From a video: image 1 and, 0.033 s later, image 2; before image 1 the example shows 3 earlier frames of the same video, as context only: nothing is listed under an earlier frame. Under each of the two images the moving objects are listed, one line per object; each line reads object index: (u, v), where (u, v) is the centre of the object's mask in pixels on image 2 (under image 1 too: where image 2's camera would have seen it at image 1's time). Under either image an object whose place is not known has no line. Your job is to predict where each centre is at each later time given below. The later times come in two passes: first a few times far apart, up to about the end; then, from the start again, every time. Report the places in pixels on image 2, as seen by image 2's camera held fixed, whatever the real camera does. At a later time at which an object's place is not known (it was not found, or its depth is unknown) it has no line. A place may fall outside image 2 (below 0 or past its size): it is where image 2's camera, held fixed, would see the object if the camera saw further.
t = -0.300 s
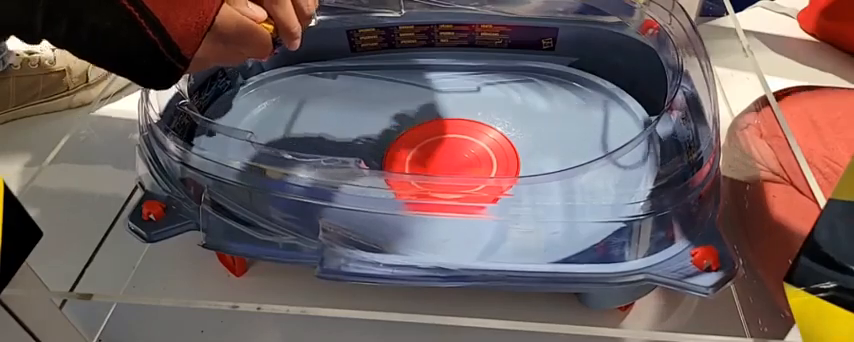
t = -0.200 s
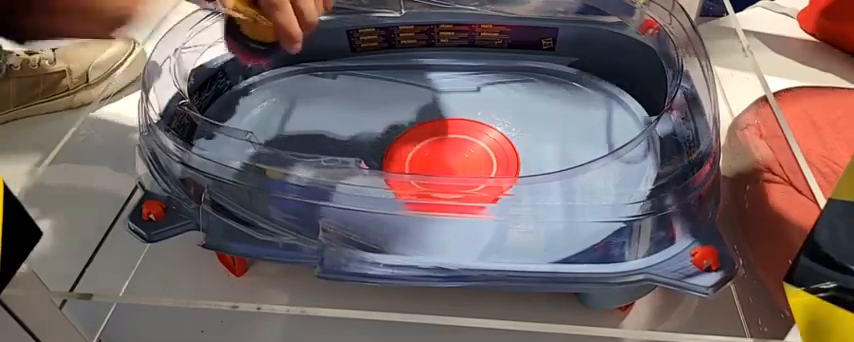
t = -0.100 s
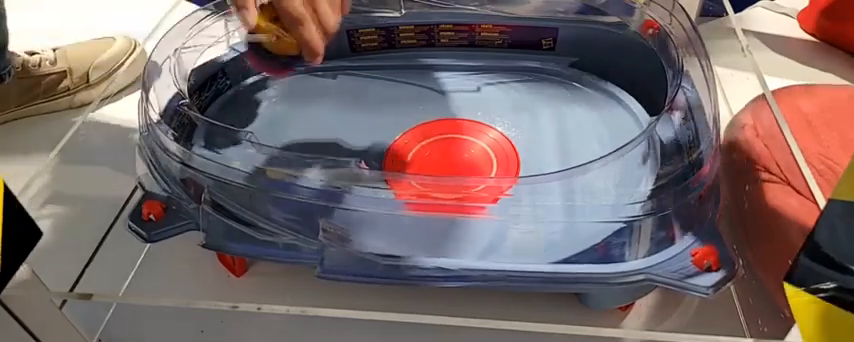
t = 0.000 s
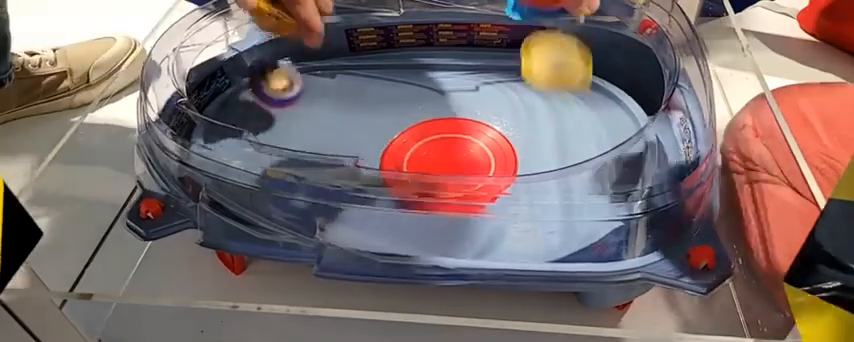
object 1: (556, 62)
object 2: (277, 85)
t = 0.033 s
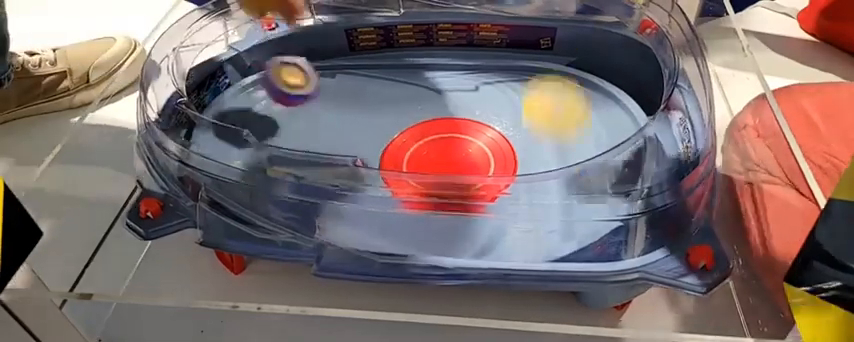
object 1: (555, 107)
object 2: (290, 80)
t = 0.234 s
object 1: (510, 172)
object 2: (428, 148)
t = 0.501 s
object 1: (404, 160)
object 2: (600, 113)
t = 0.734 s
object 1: (380, 88)
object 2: (427, 119)
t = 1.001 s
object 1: (362, 82)
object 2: (378, 144)
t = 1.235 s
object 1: (376, 105)
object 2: (471, 119)
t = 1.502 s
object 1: (416, 154)
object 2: (561, 89)
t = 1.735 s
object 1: (407, 168)
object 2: (510, 122)
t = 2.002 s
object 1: (347, 160)
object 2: (481, 144)
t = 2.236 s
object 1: (353, 160)
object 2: (407, 198)
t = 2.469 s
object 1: (368, 146)
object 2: (425, 206)
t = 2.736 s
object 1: (388, 121)
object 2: (608, 159)
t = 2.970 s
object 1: (407, 109)
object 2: (583, 91)
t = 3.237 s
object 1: (416, 105)
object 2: (508, 89)
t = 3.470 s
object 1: (331, 109)
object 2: (498, 170)
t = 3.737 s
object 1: (288, 150)
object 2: (514, 220)
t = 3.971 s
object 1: (265, 172)
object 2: (546, 168)
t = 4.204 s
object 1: (257, 174)
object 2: (495, 119)
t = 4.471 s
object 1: (256, 175)
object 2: (433, 123)
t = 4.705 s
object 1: (255, 174)
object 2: (496, 158)
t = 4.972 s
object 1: (266, 174)
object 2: (460, 176)
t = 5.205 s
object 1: (294, 182)
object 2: (376, 103)
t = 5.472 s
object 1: (356, 202)
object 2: (339, 94)
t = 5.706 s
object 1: (434, 206)
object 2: (333, 128)
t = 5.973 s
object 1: (527, 167)
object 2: (429, 164)
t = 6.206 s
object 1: (537, 123)
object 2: (467, 154)
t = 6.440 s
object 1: (516, 110)
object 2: (392, 168)
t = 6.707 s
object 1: (464, 123)
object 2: (392, 128)
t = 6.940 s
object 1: (500, 197)
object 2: (492, 114)
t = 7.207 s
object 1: (497, 198)
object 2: (515, 136)
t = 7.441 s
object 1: (511, 181)
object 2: (407, 170)
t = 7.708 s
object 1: (491, 147)
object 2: (332, 181)
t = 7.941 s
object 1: (396, 160)
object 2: (357, 220)
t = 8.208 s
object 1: (383, 126)
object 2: (422, 208)
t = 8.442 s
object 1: (394, 117)
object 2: (480, 155)
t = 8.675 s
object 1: (398, 114)
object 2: (471, 143)
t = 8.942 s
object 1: (401, 112)
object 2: (407, 186)
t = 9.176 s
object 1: (401, 111)
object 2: (403, 149)
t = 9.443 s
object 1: (435, 102)
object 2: (518, 142)
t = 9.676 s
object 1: (493, 134)
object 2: (541, 146)
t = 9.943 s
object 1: (480, 176)
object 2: (575, 170)
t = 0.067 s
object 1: (556, 161)
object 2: (306, 85)
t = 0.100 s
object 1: (550, 150)
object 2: (325, 101)
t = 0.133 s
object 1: (540, 140)
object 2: (350, 128)
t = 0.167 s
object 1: (531, 141)
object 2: (371, 134)
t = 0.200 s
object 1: (520, 151)
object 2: (400, 135)
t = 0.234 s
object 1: (510, 172)
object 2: (428, 148)
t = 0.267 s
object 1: (499, 188)
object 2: (456, 151)
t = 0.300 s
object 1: (487, 173)
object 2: (476, 137)
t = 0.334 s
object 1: (476, 169)
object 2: (514, 147)
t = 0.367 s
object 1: (465, 174)
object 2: (533, 142)
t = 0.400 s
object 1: (453, 187)
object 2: (553, 137)
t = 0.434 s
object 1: (438, 181)
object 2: (573, 130)
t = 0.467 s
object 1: (419, 171)
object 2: (590, 122)
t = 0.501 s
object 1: (404, 160)
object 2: (600, 113)
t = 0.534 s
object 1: (390, 145)
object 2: (575, 105)
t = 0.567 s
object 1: (383, 128)
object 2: (553, 110)
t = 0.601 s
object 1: (380, 114)
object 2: (529, 119)
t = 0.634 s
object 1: (379, 104)
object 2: (505, 116)
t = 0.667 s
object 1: (379, 96)
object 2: (478, 119)
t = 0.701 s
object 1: (380, 90)
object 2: (454, 119)
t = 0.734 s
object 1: (380, 88)
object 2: (427, 119)
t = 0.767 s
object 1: (379, 86)
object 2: (409, 119)
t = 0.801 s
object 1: (374, 78)
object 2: (396, 118)
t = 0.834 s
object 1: (369, 77)
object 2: (385, 129)
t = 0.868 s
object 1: (366, 74)
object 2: (376, 134)
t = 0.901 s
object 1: (364, 75)
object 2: (372, 139)
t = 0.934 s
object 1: (363, 77)
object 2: (371, 141)
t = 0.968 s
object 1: (362, 79)
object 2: (373, 143)
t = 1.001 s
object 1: (362, 82)
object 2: (378, 144)
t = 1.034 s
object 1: (362, 85)
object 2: (386, 144)
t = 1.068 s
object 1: (363, 88)
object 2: (395, 144)
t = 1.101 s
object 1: (365, 91)
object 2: (406, 142)
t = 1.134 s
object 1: (368, 95)
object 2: (421, 141)
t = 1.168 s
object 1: (371, 98)
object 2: (436, 135)
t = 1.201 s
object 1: (373, 102)
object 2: (452, 127)
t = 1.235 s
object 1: (376, 105)
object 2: (471, 119)
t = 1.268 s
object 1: (378, 110)
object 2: (490, 115)
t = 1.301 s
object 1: (380, 116)
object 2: (510, 107)
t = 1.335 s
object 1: (383, 123)
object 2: (528, 101)
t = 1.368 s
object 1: (385, 131)
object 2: (544, 95)
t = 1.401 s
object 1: (389, 140)
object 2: (558, 90)
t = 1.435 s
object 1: (396, 147)
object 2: (570, 84)
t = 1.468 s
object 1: (405, 151)
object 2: (570, 82)
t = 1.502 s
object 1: (416, 154)
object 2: (561, 89)
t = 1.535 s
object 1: (429, 155)
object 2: (551, 100)
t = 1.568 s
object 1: (439, 155)
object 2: (539, 108)
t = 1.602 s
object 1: (448, 154)
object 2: (528, 112)
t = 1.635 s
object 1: (455, 153)
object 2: (516, 121)
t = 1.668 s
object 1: (450, 154)
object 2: (509, 124)
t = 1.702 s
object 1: (429, 163)
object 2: (510, 122)
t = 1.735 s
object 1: (407, 168)
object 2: (510, 122)
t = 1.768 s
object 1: (385, 170)
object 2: (509, 121)
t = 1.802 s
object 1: (368, 170)
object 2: (507, 120)
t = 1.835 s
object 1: (355, 169)
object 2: (506, 121)
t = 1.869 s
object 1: (348, 167)
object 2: (500, 122)
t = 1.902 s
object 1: (345, 165)
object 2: (495, 125)
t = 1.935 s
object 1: (345, 163)
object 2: (490, 129)
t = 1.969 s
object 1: (346, 162)
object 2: (486, 136)
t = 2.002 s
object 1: (347, 160)
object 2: (481, 144)
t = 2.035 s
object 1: (348, 160)
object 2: (476, 153)
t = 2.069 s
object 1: (349, 158)
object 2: (470, 166)
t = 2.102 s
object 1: (350, 158)
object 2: (462, 176)
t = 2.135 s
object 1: (351, 158)
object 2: (451, 186)
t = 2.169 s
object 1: (351, 159)
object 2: (435, 195)
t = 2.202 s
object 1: (352, 160)
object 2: (419, 198)
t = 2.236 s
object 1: (353, 160)
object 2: (407, 198)
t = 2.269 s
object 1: (355, 161)
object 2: (396, 201)
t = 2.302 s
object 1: (356, 161)
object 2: (391, 200)
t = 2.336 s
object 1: (358, 161)
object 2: (387, 200)
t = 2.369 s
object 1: (360, 160)
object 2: (390, 200)
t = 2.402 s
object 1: (362, 156)
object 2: (397, 203)
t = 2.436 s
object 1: (364, 151)
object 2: (410, 201)
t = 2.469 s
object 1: (368, 146)
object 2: (425, 206)
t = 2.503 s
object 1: (373, 142)
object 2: (444, 205)
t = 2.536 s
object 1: (377, 138)
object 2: (465, 202)
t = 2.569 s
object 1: (379, 135)
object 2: (488, 199)
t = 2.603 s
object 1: (380, 132)
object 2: (511, 194)
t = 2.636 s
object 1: (381, 129)
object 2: (534, 184)
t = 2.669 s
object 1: (383, 126)
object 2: (558, 175)
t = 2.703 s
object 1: (386, 124)
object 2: (584, 168)
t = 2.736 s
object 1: (388, 121)
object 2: (608, 159)
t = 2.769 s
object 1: (390, 119)
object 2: (615, 145)
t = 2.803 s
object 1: (394, 117)
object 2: (614, 135)
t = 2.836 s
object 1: (396, 115)
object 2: (610, 124)
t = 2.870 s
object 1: (399, 113)
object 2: (609, 117)
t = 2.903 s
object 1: (401, 111)
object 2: (602, 107)
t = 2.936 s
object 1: (405, 110)
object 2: (593, 97)
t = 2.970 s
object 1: (407, 109)
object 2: (583, 91)
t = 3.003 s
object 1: (409, 108)
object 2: (575, 85)
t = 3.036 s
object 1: (411, 107)
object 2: (567, 81)
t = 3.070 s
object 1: (413, 106)
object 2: (559, 79)
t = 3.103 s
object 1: (414, 106)
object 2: (551, 79)
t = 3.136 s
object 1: (414, 106)
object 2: (541, 79)
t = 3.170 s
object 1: (415, 105)
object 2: (531, 82)
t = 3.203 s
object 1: (416, 105)
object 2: (520, 85)
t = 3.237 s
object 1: (416, 105)
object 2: (508, 89)
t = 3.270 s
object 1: (417, 105)
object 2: (495, 94)
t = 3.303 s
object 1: (416, 105)
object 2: (477, 103)
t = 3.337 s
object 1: (401, 102)
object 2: (474, 112)
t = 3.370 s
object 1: (379, 101)
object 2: (481, 124)
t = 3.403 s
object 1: (360, 102)
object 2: (488, 138)
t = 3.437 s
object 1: (344, 105)
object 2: (496, 154)
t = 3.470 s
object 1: (331, 109)
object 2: (498, 170)
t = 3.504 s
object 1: (320, 115)
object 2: (498, 189)
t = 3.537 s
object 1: (311, 121)
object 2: (496, 206)
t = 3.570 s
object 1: (304, 127)
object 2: (498, 215)
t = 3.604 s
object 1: (298, 132)
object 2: (502, 229)
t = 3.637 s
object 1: (295, 135)
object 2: (506, 229)
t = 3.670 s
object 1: (292, 137)
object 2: (509, 229)
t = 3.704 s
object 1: (290, 139)
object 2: (510, 228)
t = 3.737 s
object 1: (288, 150)
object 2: (514, 220)
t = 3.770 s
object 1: (277, 157)
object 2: (518, 212)
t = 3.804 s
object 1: (273, 160)
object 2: (522, 206)
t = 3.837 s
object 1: (272, 163)
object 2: (528, 203)
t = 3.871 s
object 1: (271, 165)
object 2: (533, 192)
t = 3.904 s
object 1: (269, 166)
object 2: (539, 185)
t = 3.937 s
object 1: (266, 172)
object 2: (543, 175)
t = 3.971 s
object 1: (265, 172)
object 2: (546, 168)
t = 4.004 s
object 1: (263, 172)
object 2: (546, 159)
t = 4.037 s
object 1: (260, 171)
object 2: (545, 153)
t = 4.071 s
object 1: (257, 172)
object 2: (542, 145)
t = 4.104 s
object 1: (254, 174)
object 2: (535, 138)
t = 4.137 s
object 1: (254, 174)
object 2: (525, 132)
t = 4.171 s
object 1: (255, 174)
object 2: (511, 124)
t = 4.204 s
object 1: (257, 174)
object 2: (495, 119)
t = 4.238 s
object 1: (257, 175)
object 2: (478, 116)
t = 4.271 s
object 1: (257, 175)
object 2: (463, 113)
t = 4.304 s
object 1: (257, 175)
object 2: (451, 111)
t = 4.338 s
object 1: (258, 175)
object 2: (441, 112)
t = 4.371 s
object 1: (257, 175)
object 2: (435, 114)
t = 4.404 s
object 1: (257, 175)
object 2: (431, 116)
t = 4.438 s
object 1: (256, 175)
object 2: (430, 121)
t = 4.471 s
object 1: (256, 175)
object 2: (433, 123)
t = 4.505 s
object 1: (255, 175)
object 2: (437, 126)
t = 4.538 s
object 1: (256, 175)
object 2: (444, 129)
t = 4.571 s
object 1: (256, 175)
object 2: (455, 132)
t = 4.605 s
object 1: (255, 175)
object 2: (468, 137)
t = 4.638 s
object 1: (255, 174)
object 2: (479, 144)
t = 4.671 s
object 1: (255, 174)
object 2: (490, 150)
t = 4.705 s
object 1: (255, 174)
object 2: (496, 158)
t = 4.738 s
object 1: (256, 174)
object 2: (499, 174)
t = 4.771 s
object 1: (256, 174)
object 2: (496, 178)
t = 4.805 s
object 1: (257, 174)
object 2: (492, 186)
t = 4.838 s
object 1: (259, 174)
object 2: (487, 187)
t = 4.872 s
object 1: (261, 174)
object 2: (483, 189)
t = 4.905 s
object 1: (263, 174)
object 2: (477, 186)
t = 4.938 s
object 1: (264, 174)
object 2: (470, 183)
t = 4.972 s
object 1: (266, 174)
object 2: (460, 176)
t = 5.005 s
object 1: (268, 175)
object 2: (448, 170)
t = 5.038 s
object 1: (272, 175)
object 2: (432, 162)
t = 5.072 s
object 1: (275, 176)
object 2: (415, 152)
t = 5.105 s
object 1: (279, 177)
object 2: (399, 140)
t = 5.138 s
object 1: (283, 178)
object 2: (386, 126)
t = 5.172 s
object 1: (288, 180)
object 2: (381, 115)
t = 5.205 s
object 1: (294, 182)
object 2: (376, 103)
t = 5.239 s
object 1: (299, 184)
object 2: (372, 95)
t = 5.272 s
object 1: (306, 186)
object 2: (369, 91)
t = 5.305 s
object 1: (313, 189)
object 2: (365, 87)
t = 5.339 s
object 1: (320, 191)
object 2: (360, 86)
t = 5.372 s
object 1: (328, 194)
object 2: (356, 86)
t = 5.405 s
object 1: (336, 197)
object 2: (350, 88)
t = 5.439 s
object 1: (345, 199)
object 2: (345, 90)
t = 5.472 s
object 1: (356, 202)
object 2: (339, 94)
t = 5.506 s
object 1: (365, 203)
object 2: (334, 97)
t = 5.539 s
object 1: (376, 204)
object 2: (331, 102)
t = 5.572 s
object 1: (387, 205)
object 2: (328, 106)
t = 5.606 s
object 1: (398, 205)
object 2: (327, 112)
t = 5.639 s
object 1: (409, 206)
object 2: (327, 116)
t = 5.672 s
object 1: (421, 206)
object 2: (330, 123)
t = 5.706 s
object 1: (434, 206)
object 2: (333, 128)
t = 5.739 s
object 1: (447, 206)
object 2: (339, 133)
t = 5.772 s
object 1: (461, 205)
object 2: (346, 138)
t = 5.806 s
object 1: (476, 200)
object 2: (355, 143)
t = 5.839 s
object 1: (488, 196)
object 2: (366, 147)
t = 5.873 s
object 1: (500, 191)
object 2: (382, 152)
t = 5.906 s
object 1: (511, 184)
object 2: (398, 157)
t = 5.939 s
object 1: (520, 175)
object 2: (415, 159)
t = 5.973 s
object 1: (527, 167)
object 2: (429, 164)
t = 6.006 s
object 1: (534, 160)
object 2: (443, 159)
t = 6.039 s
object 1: (538, 153)
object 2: (454, 156)
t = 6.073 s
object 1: (540, 144)
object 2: (460, 155)
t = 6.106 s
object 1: (540, 137)
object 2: (465, 153)
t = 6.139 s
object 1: (540, 132)
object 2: (467, 152)
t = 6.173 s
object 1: (539, 127)
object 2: (468, 153)
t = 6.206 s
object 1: (537, 123)
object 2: (467, 154)
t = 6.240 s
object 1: (534, 120)
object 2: (464, 157)
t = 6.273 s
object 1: (532, 118)
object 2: (459, 159)
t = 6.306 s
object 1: (530, 117)
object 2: (450, 167)
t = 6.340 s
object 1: (527, 115)
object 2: (438, 169)
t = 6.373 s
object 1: (524, 113)
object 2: (423, 174)
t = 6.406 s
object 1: (521, 112)
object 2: (407, 171)
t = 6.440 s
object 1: (516, 110)
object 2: (392, 168)
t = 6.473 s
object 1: (511, 110)
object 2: (380, 158)
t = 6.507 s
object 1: (505, 109)
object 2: (372, 149)
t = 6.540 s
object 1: (497, 109)
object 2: (368, 141)
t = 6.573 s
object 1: (488, 109)
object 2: (367, 136)
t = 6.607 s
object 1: (480, 110)
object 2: (369, 132)
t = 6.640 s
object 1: (472, 112)
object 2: (375, 130)
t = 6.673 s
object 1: (467, 117)
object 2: (383, 128)
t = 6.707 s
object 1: (464, 123)
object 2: (392, 128)
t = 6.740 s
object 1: (464, 132)
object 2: (406, 127)
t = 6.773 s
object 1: (474, 142)
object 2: (414, 124)
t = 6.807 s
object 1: (487, 152)
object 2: (424, 120)
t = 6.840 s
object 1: (497, 166)
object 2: (438, 115)
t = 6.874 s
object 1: (502, 177)
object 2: (454, 113)
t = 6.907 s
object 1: (503, 189)
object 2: (473, 114)
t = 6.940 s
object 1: (500, 197)
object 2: (492, 114)
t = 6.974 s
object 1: (498, 203)
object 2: (510, 116)
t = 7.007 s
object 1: (495, 205)
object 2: (521, 117)
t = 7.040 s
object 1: (493, 205)
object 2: (529, 121)
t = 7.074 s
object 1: (492, 205)
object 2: (533, 125)
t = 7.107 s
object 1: (492, 204)
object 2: (533, 129)
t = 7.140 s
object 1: (494, 201)
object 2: (530, 132)
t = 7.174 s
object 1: (496, 200)
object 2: (524, 134)
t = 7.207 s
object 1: (497, 198)
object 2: (515, 136)
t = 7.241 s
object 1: (499, 197)
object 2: (504, 137)
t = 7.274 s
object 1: (501, 195)
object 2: (494, 143)
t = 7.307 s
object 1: (503, 194)
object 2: (479, 147)
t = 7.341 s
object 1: (505, 192)
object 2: (465, 152)
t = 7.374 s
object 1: (508, 190)
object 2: (448, 157)
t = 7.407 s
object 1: (510, 186)
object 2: (431, 160)
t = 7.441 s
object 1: (511, 181)
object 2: (407, 170)
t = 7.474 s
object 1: (512, 177)
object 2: (385, 170)
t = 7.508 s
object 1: (512, 173)
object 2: (367, 168)
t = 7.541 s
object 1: (512, 168)
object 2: (354, 167)
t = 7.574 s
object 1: (511, 163)
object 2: (344, 166)
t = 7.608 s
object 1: (510, 160)
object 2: (338, 167)
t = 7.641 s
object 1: (506, 152)
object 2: (335, 169)
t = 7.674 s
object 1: (500, 148)
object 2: (333, 173)
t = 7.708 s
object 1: (491, 147)
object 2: (332, 181)
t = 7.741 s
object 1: (481, 148)
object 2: (331, 189)
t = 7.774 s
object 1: (471, 150)
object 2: (333, 198)
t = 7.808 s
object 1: (459, 154)
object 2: (336, 205)
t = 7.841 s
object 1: (446, 156)
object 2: (339, 211)
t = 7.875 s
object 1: (429, 162)
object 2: (344, 215)
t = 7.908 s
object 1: (413, 162)
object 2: (349, 219)
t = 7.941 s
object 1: (396, 160)
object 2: (357, 220)
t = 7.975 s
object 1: (384, 154)
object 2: (368, 221)
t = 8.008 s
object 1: (375, 147)
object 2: (375, 223)
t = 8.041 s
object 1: (372, 143)
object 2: (384, 223)
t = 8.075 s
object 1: (373, 139)
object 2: (391, 223)
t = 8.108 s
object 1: (376, 135)
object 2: (398, 218)
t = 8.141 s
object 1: (380, 132)
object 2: (406, 216)
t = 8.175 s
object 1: (382, 129)
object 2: (414, 214)
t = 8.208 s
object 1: (383, 126)
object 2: (422, 208)
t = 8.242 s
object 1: (386, 124)
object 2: (431, 204)
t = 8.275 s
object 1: (387, 122)
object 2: (439, 201)
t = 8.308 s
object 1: (389, 121)
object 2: (451, 191)
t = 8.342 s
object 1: (390, 120)
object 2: (463, 184)
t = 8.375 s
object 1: (391, 119)
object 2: (474, 176)
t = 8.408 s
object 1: (392, 118)
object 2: (480, 170)
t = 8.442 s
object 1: (394, 117)
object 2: (480, 155)
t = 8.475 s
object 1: (395, 117)
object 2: (479, 148)
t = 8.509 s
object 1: (395, 116)
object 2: (477, 143)
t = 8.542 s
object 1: (396, 116)
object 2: (474, 139)
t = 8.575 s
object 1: (397, 115)
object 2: (471, 137)
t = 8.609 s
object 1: (397, 115)
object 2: (470, 138)
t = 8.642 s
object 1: (397, 115)
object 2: (470, 139)
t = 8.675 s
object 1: (398, 114)
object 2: (471, 143)
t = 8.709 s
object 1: (398, 114)
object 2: (472, 148)
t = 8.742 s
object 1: (398, 114)
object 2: (472, 153)
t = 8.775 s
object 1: (399, 113)
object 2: (468, 159)
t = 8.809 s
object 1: (400, 113)
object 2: (462, 169)
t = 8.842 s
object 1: (401, 112)
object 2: (452, 176)
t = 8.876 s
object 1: (401, 112)
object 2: (439, 183)
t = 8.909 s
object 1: (401, 112)
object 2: (422, 187)
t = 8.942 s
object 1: (401, 112)
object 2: (407, 186)
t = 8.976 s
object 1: (401, 112)
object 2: (392, 183)
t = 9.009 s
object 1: (401, 112)
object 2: (384, 176)
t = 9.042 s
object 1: (401, 112)
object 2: (380, 170)
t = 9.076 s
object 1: (401, 112)
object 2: (380, 167)
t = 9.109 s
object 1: (401, 112)
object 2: (386, 161)
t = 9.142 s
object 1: (401, 112)
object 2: (395, 154)
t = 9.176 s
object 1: (401, 111)
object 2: (403, 149)
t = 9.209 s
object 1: (403, 105)
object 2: (412, 146)
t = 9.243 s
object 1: (408, 100)
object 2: (422, 144)
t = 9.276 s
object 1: (414, 99)
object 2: (432, 139)
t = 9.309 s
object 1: (419, 98)
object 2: (446, 134)
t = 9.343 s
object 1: (423, 97)
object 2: (464, 133)
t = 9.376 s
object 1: (427, 98)
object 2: (483, 134)
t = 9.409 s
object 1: (431, 100)
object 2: (502, 138)
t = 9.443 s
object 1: (435, 102)
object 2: (518, 142)
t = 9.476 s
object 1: (438, 104)
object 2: (527, 143)
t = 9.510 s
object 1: (442, 107)
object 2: (533, 145)
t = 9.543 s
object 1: (448, 111)
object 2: (537, 147)
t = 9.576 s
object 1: (457, 116)
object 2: (539, 147)
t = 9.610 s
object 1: (469, 122)
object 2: (540, 146)
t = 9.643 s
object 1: (482, 128)
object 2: (540, 146)
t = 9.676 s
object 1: (493, 134)
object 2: (541, 146)
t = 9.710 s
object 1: (498, 135)
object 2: (551, 149)
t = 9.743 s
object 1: (501, 138)
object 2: (557, 151)
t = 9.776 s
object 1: (503, 144)
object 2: (562, 158)
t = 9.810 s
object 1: (504, 150)
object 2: (567, 160)
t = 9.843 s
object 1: (503, 156)
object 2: (571, 163)
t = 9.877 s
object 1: (499, 163)
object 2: (573, 165)
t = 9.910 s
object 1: (491, 170)
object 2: (574, 167)
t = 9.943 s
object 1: (480, 176)
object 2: (575, 170)
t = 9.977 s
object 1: (465, 182)
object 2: (575, 173)
